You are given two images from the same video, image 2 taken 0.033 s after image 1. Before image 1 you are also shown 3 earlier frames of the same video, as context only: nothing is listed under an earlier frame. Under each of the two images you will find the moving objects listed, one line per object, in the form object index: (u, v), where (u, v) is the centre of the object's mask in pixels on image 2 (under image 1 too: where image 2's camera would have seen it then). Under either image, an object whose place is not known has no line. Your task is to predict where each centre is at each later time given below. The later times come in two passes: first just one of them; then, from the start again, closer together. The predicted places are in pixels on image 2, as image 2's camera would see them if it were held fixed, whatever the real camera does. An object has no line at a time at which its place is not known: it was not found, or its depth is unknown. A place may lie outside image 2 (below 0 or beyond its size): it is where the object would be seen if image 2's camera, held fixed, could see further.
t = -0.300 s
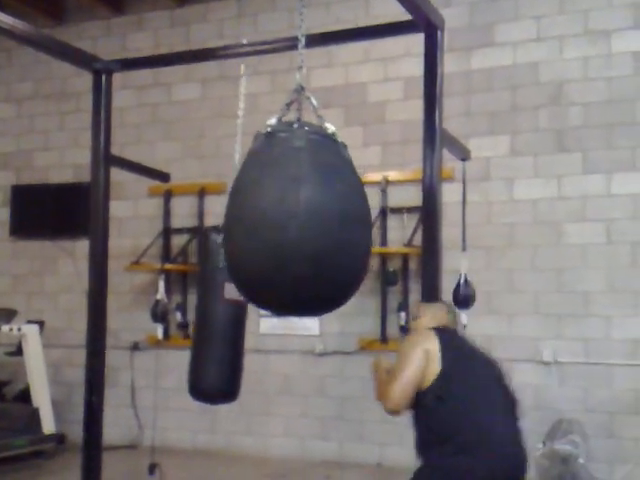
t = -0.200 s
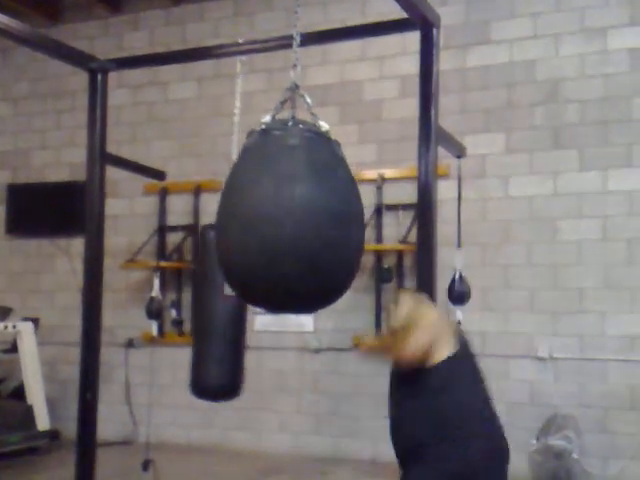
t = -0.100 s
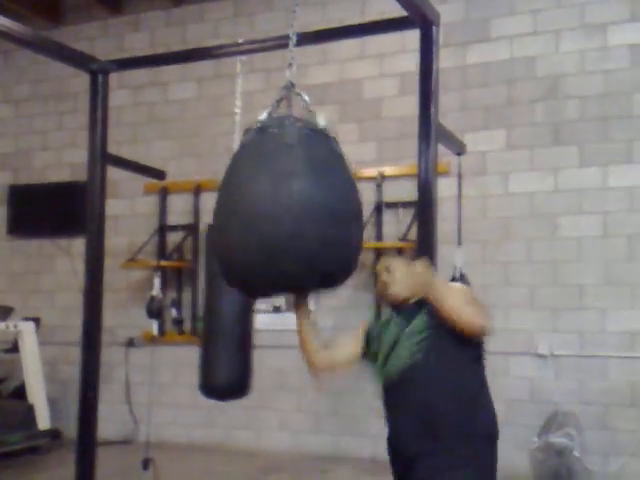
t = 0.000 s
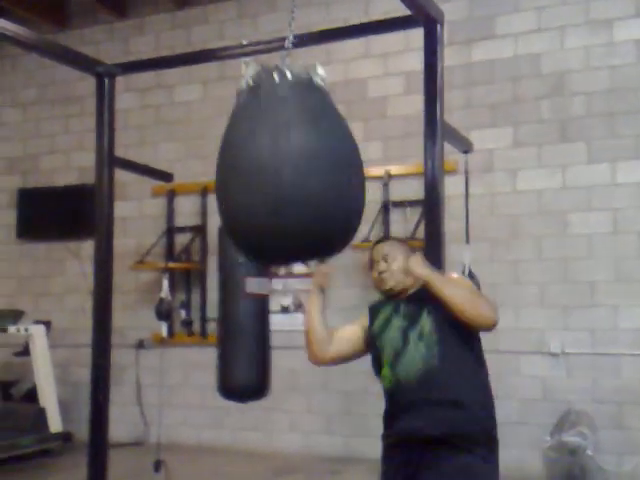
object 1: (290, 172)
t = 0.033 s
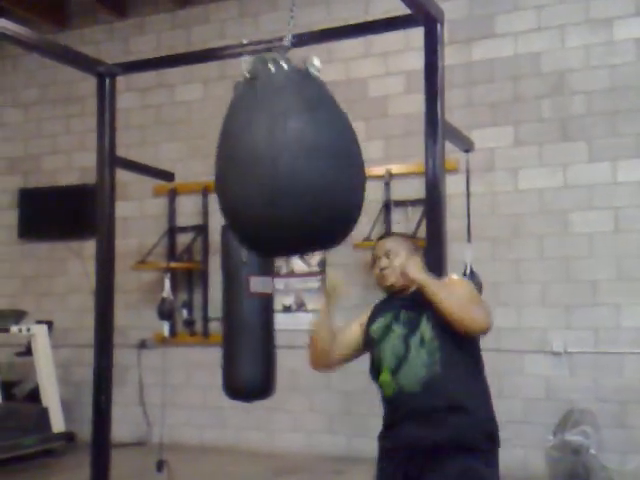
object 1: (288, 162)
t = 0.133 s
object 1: (277, 152)
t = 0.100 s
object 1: (286, 151)
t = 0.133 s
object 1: (277, 152)
